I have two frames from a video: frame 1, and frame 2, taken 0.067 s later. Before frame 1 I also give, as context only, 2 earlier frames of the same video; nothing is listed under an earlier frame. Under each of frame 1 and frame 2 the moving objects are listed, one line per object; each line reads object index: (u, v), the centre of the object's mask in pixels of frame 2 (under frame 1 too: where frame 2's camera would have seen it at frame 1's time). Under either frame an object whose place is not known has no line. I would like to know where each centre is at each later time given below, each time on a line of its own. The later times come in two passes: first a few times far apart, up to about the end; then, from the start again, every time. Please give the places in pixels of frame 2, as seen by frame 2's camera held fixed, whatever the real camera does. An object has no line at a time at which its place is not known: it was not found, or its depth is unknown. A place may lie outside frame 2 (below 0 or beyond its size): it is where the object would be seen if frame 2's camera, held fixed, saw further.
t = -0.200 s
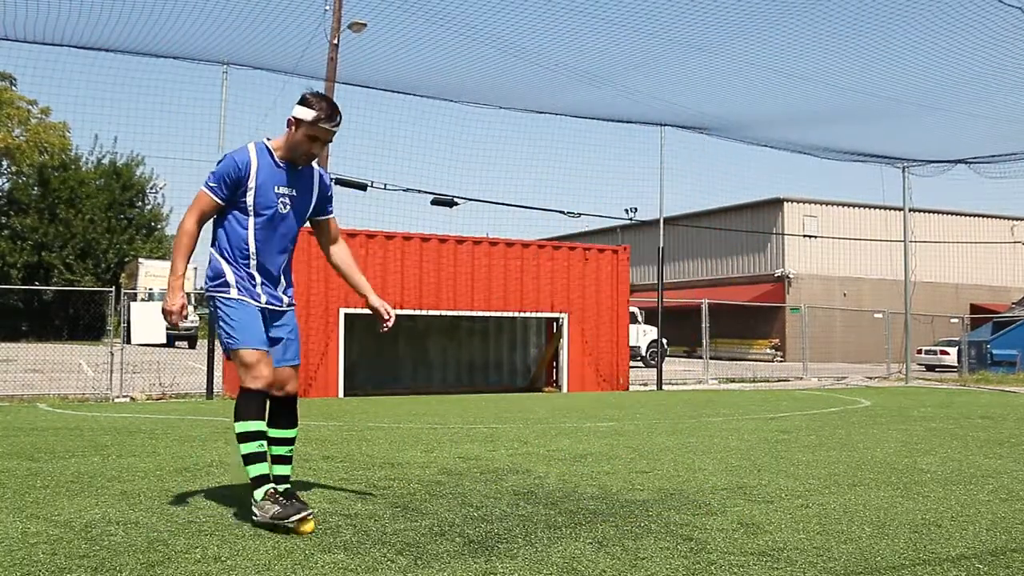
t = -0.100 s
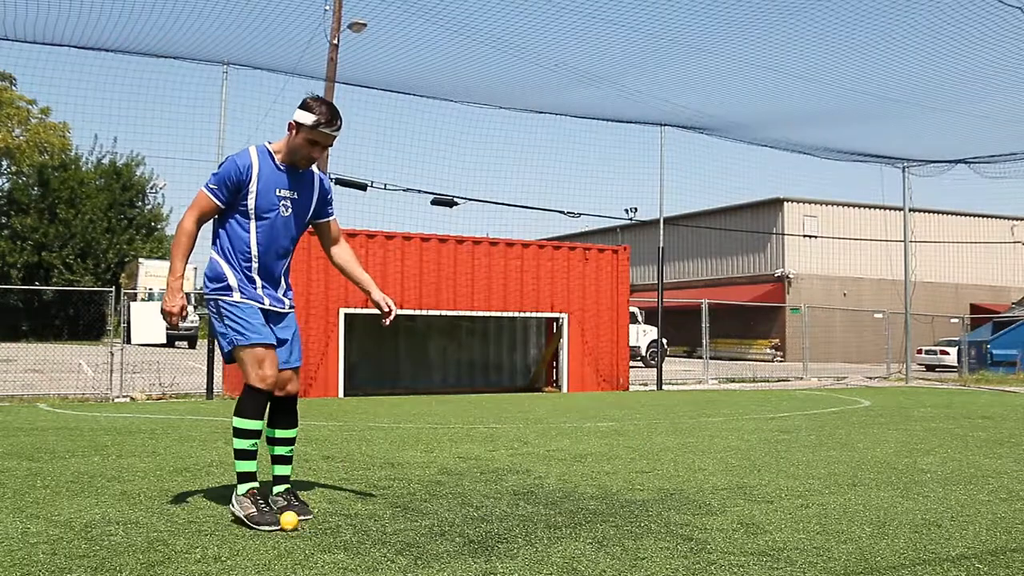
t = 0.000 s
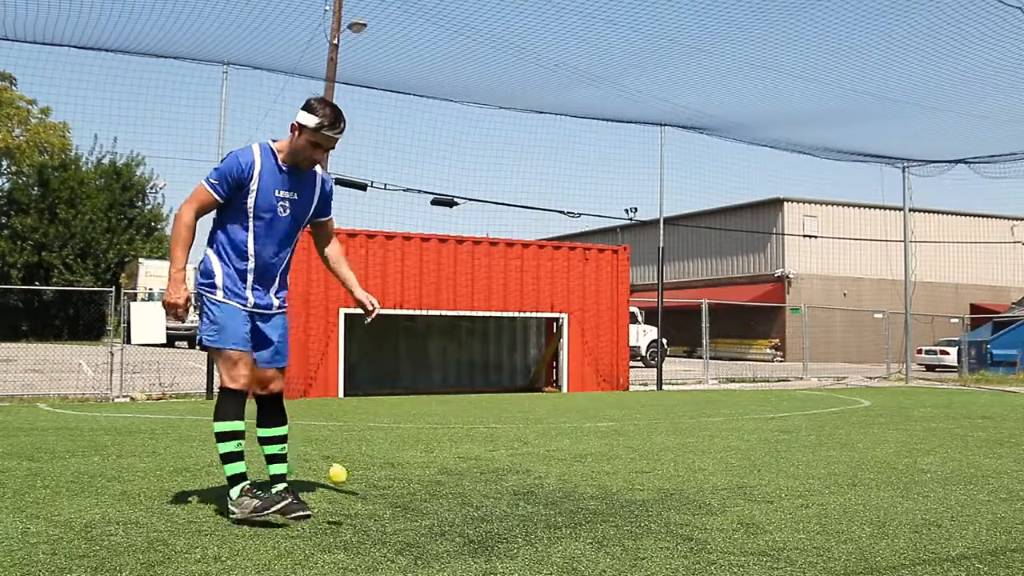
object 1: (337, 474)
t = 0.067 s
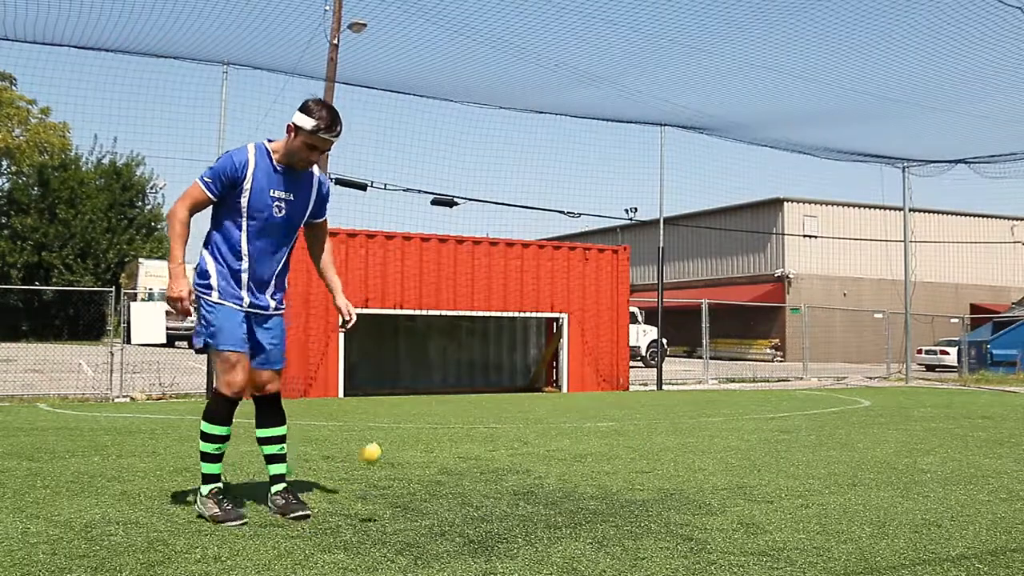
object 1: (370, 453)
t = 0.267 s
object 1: (472, 459)
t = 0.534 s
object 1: (586, 503)
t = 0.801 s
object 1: (681, 522)
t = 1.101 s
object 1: (766, 520)
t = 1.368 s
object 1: (817, 521)
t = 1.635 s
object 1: (850, 523)
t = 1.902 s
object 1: (868, 523)
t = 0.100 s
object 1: (388, 447)
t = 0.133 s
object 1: (405, 444)
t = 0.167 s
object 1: (422, 444)
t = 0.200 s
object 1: (439, 446)
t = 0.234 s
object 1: (455, 452)
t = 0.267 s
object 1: (472, 459)
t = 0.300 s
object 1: (488, 470)
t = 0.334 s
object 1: (503, 484)
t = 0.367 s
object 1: (520, 501)
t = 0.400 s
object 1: (536, 518)
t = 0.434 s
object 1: (548, 512)
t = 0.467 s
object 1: (561, 505)
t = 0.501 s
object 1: (573, 503)
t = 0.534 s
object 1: (586, 503)
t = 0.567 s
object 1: (598, 505)
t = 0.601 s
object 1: (610, 511)
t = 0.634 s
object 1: (622, 520)
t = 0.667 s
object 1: (634, 519)
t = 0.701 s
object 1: (646, 515)
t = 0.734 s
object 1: (658, 515)
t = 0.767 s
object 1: (670, 517)
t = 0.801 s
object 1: (681, 522)
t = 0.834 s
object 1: (692, 521)
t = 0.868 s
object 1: (702, 519)
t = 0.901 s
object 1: (713, 519)
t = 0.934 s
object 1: (724, 521)
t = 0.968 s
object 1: (733, 519)
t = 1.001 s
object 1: (741, 518)
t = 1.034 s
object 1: (750, 519)
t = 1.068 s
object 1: (758, 520)
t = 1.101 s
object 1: (766, 520)
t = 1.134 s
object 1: (773, 521)
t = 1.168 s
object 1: (780, 522)
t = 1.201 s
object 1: (786, 520)
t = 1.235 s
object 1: (793, 520)
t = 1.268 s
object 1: (801, 522)
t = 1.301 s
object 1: (806, 523)
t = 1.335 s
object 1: (812, 522)
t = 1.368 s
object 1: (817, 521)
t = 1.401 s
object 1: (823, 522)
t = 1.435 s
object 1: (828, 523)
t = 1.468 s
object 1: (832, 524)
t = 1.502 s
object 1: (837, 524)
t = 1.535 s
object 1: (841, 523)
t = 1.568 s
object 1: (845, 523)
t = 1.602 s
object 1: (848, 523)
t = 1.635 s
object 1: (850, 523)
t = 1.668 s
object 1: (853, 523)
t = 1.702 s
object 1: (856, 524)
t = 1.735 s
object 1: (858, 524)
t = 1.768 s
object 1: (861, 524)
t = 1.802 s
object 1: (863, 523)
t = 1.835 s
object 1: (865, 523)
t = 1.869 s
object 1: (866, 523)
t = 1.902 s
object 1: (868, 523)
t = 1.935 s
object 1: (869, 523)
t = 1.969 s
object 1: (868, 523)
